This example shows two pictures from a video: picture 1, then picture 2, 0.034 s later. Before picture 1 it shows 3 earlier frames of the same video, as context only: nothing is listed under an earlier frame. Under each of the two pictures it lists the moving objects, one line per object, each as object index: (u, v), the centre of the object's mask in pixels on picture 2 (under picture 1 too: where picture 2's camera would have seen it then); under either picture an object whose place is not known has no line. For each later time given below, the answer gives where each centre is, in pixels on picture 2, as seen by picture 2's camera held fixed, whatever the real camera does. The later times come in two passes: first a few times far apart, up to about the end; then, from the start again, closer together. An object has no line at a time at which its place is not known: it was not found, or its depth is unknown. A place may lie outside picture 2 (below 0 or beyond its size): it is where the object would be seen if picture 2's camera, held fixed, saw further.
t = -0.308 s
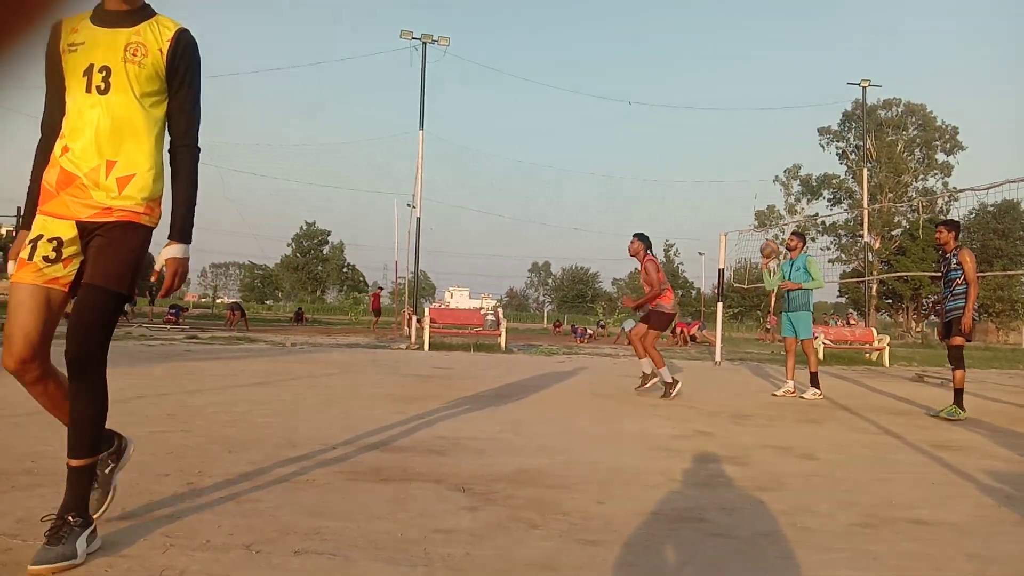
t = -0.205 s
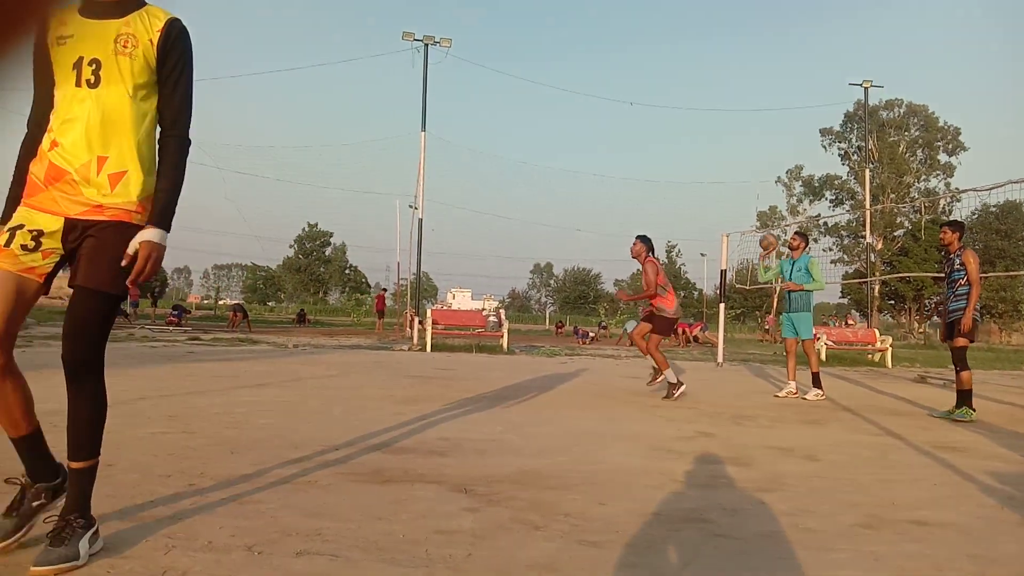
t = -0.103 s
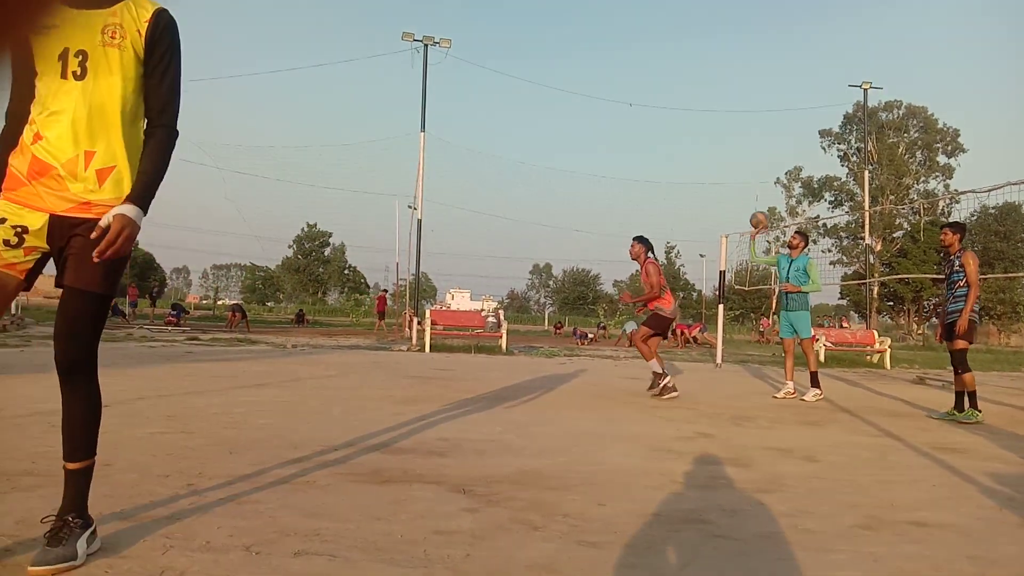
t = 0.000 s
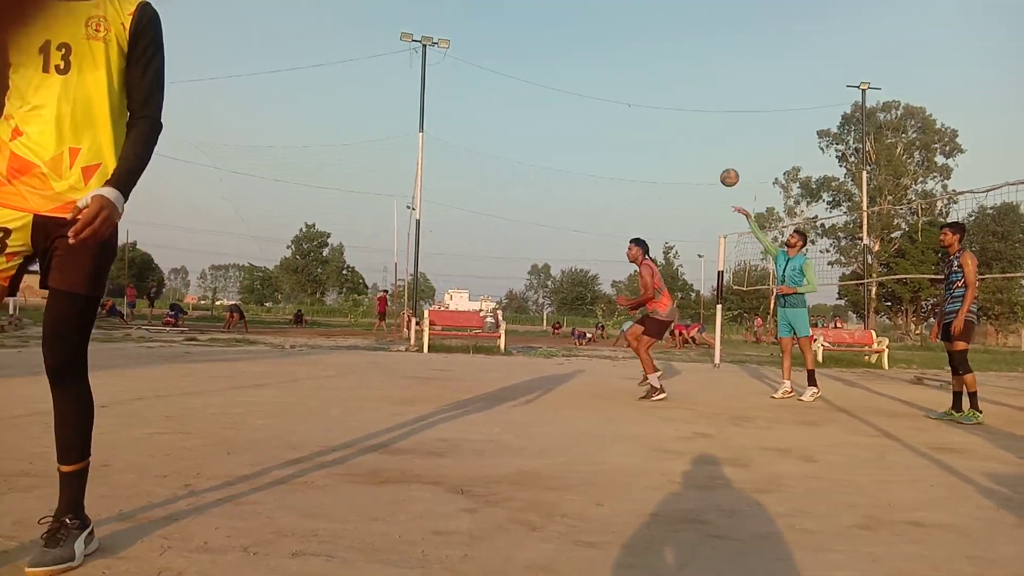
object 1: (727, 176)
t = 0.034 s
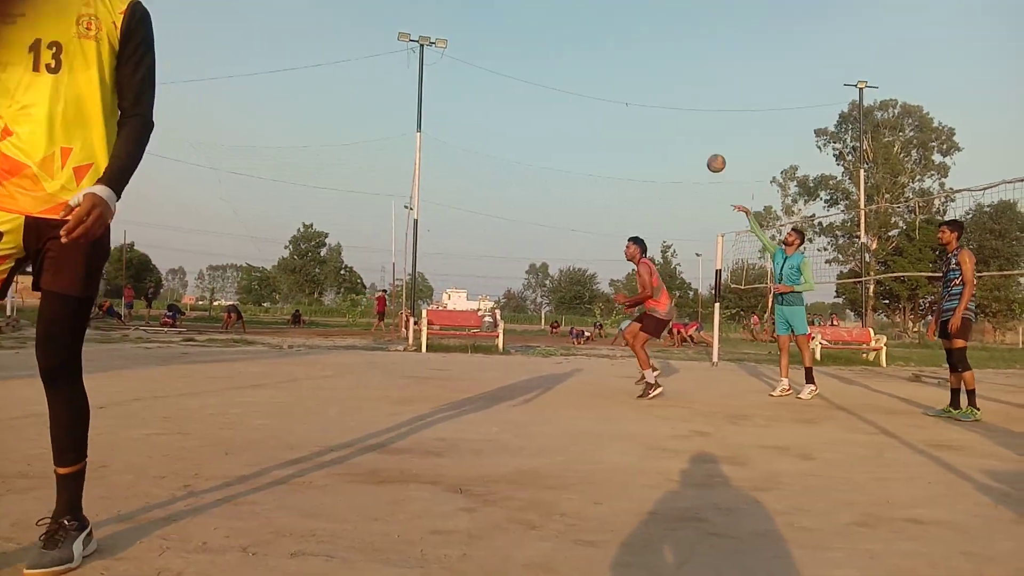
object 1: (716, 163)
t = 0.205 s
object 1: (661, 111)
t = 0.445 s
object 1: (584, 79)
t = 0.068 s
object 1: (704, 152)
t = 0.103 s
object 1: (694, 139)
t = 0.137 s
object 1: (684, 130)
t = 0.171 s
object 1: (673, 120)
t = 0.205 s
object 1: (661, 111)
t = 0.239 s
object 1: (650, 103)
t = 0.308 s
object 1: (628, 92)
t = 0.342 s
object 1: (618, 87)
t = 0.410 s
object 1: (595, 80)
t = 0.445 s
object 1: (584, 79)
